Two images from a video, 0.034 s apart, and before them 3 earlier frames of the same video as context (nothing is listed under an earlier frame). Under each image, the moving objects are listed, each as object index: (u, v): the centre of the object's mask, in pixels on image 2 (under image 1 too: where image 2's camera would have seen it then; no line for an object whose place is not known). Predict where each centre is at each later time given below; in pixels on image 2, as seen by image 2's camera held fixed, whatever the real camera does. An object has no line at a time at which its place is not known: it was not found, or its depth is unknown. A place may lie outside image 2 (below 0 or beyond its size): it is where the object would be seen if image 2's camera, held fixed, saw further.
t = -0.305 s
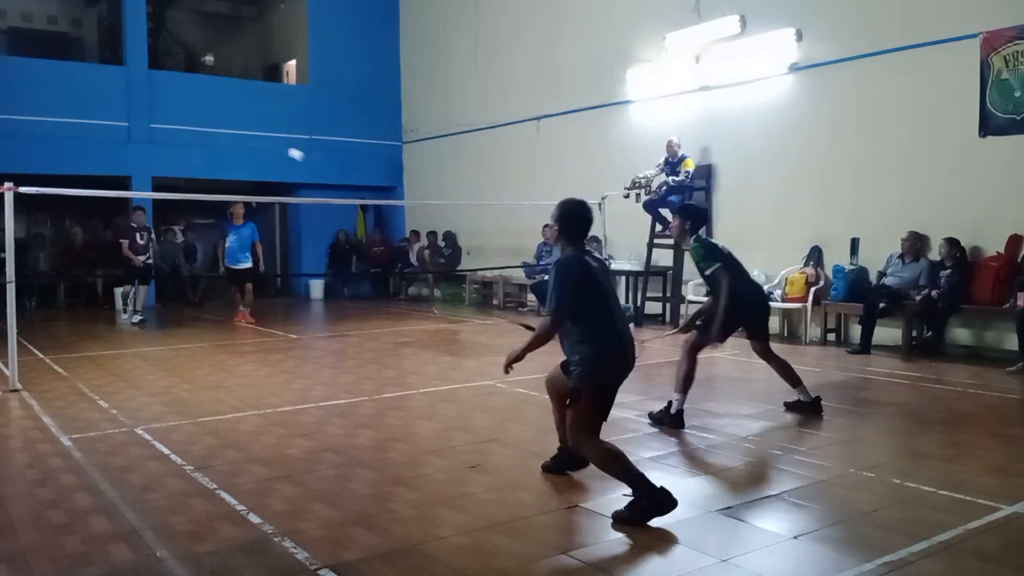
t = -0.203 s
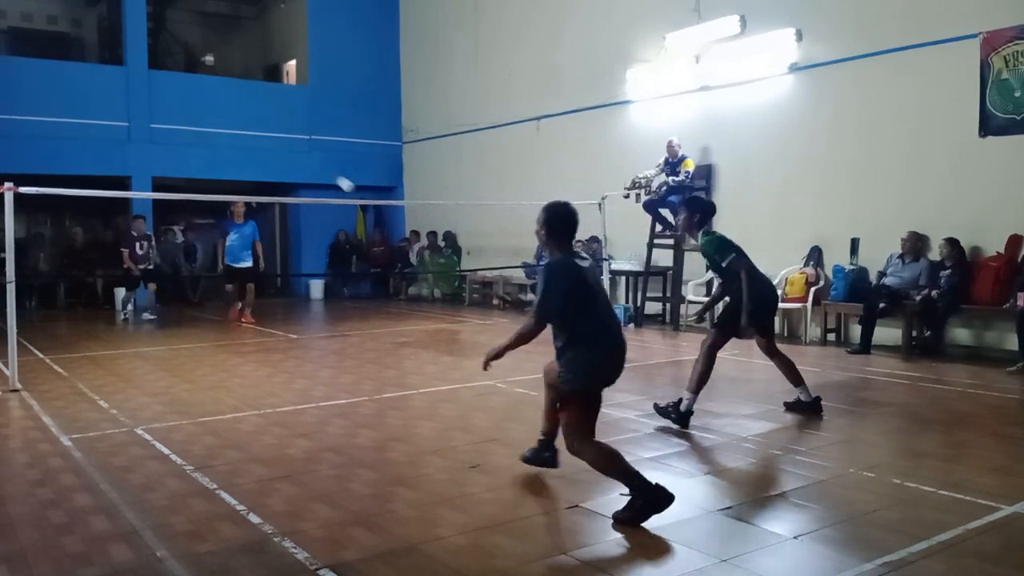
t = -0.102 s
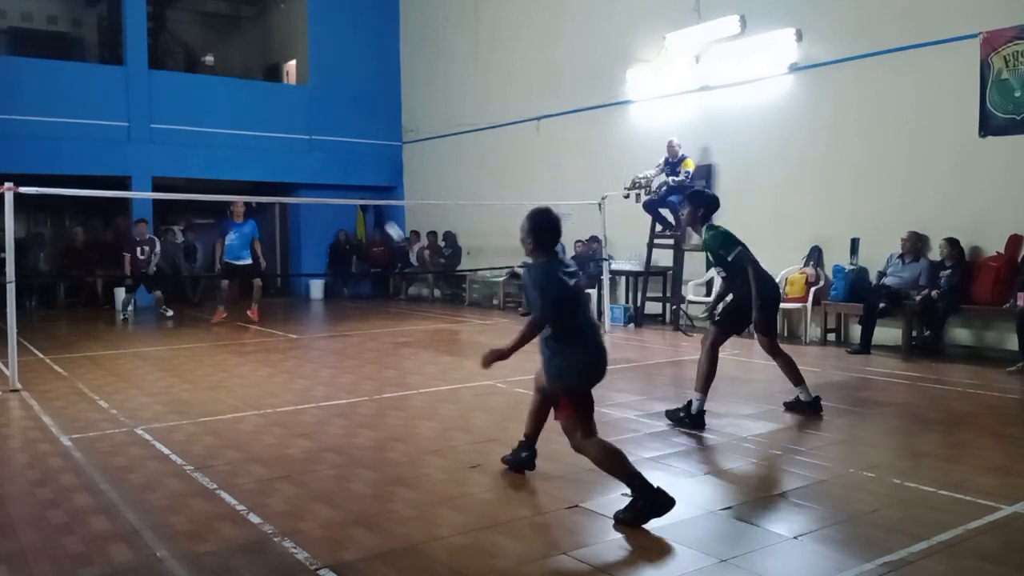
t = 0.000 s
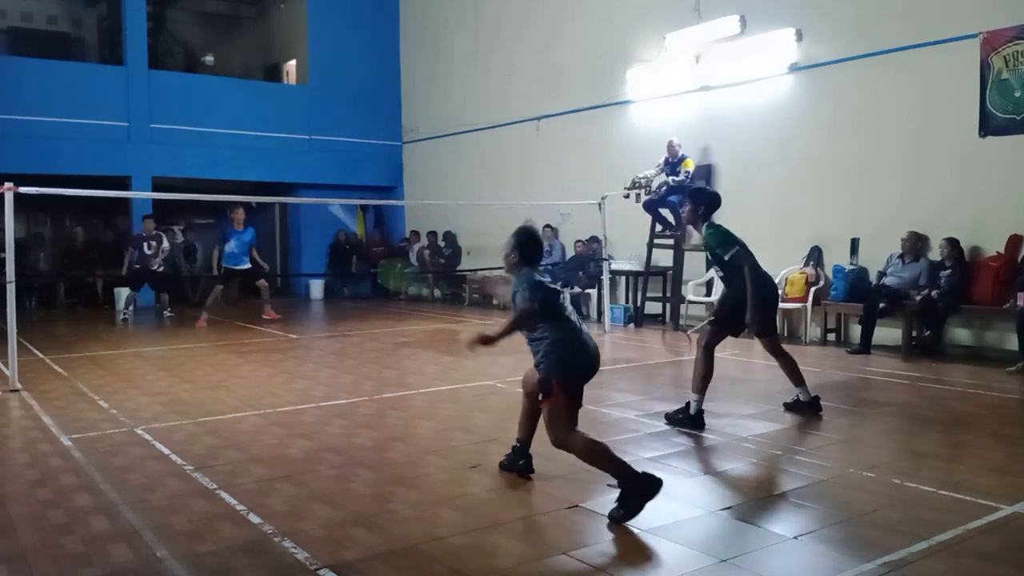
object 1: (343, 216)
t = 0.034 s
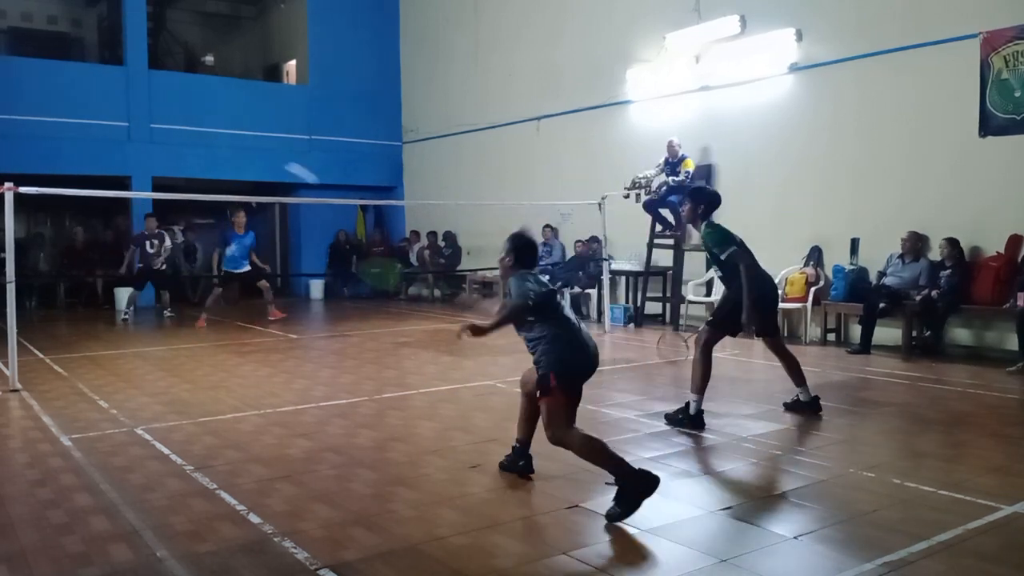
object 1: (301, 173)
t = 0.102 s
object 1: (229, 135)
